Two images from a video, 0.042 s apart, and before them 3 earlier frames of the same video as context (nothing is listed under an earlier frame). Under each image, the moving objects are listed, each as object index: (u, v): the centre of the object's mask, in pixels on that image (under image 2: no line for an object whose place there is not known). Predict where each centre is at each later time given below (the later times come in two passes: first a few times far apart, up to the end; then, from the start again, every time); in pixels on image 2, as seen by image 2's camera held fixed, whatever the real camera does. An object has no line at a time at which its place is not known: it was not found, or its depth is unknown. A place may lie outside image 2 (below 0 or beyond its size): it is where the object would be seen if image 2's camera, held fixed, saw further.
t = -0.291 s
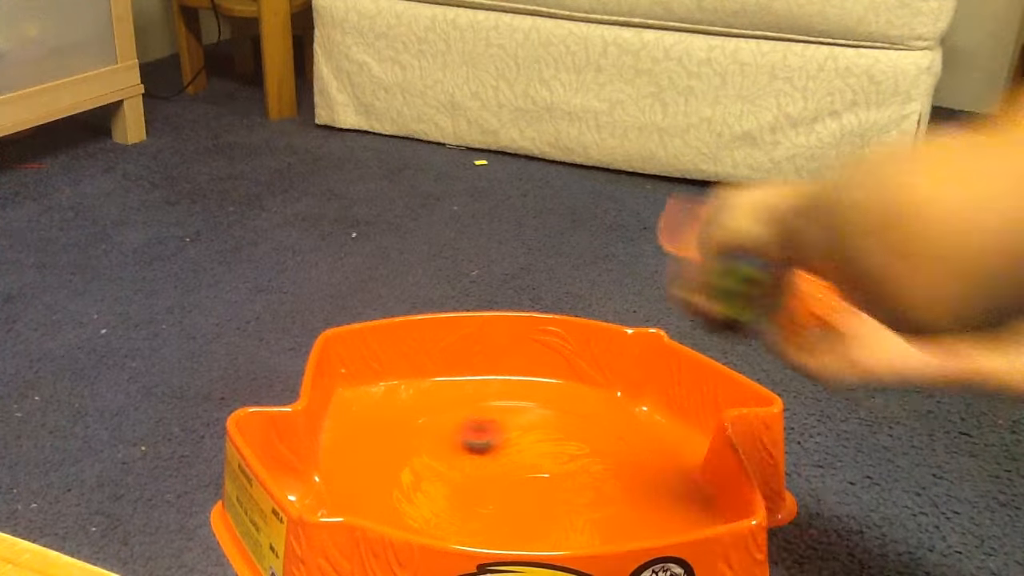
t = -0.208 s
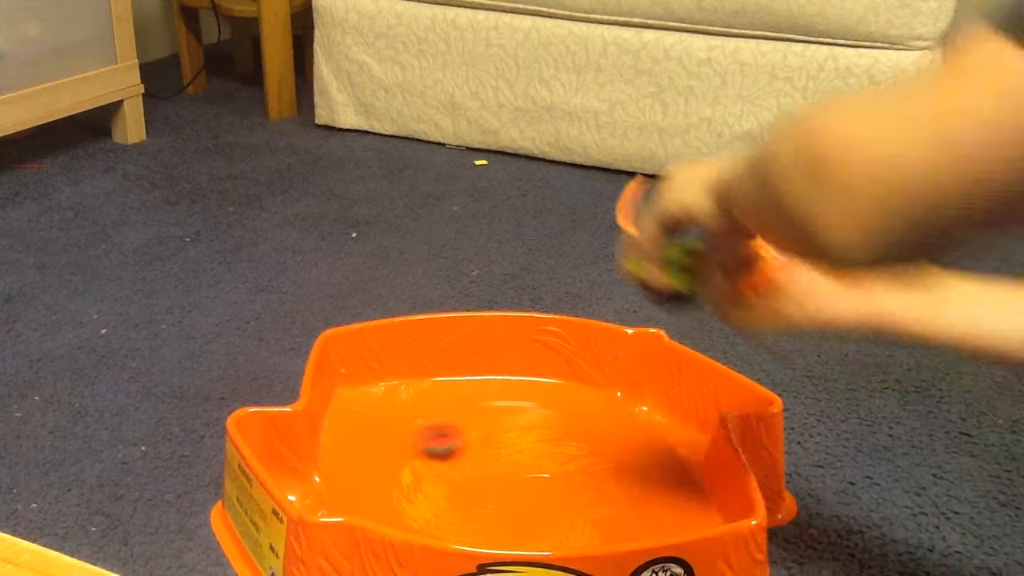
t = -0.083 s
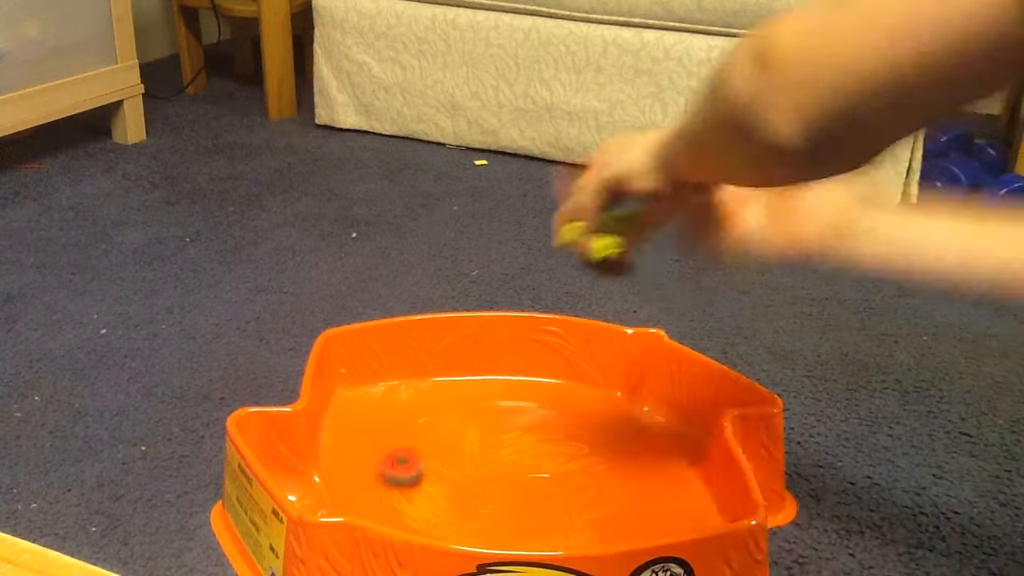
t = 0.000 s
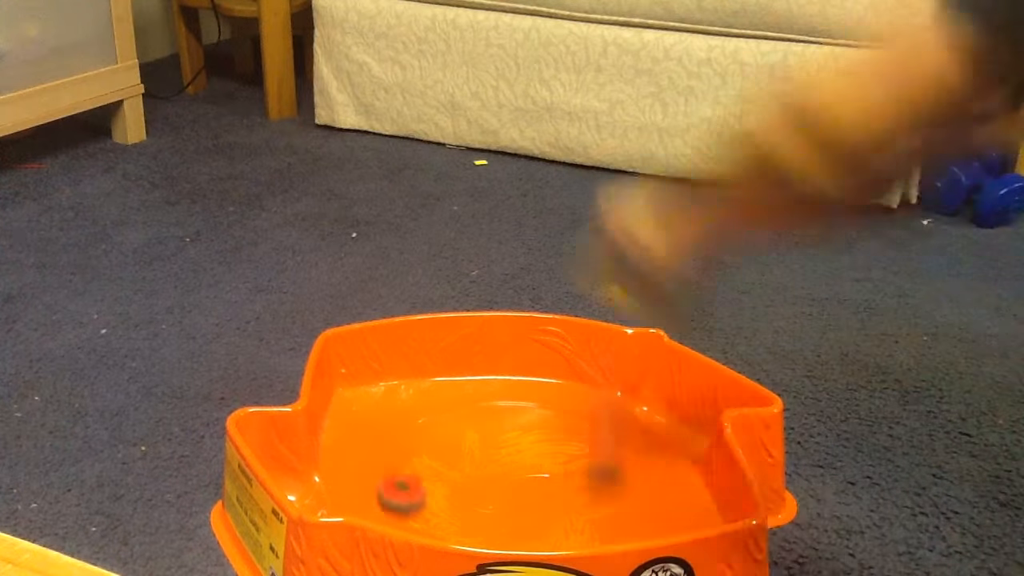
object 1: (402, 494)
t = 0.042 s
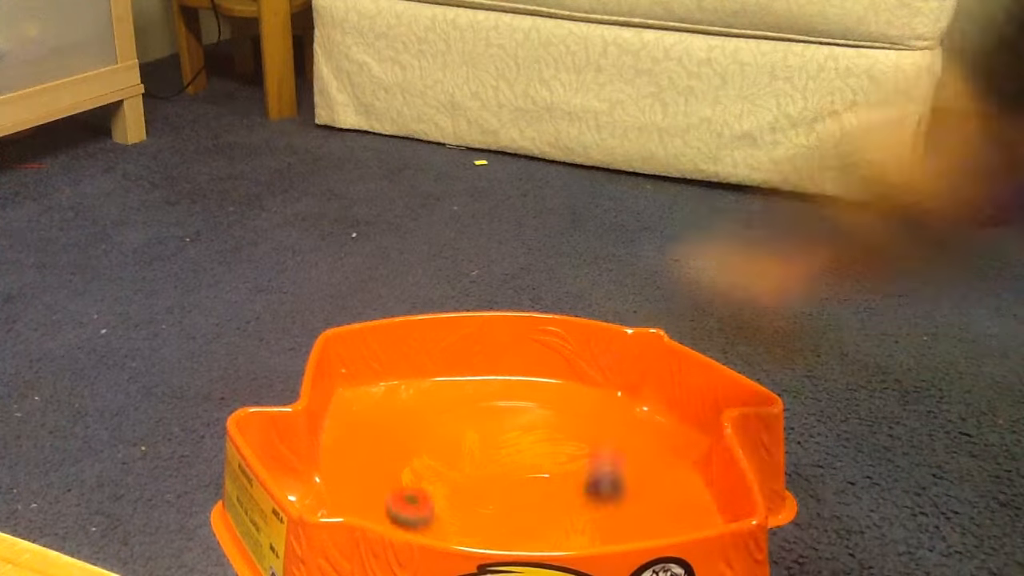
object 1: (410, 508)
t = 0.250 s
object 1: (513, 539)
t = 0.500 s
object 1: (596, 483)
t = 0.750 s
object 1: (520, 424)
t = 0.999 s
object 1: (428, 458)
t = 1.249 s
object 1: (483, 531)
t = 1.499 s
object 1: (600, 514)
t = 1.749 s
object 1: (553, 454)
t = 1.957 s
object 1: (471, 471)
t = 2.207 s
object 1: (487, 530)
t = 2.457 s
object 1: (574, 517)
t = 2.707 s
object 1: (515, 473)
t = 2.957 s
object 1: (466, 501)
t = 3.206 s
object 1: (515, 524)
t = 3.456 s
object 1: (537, 494)
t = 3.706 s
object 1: (497, 471)
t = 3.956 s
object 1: (470, 493)
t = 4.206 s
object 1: (509, 515)
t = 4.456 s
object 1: (538, 502)
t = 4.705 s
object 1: (513, 491)
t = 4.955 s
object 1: (497, 496)
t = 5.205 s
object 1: (517, 510)
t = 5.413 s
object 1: (471, 449)
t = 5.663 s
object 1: (429, 437)
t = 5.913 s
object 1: (422, 464)
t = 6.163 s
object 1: (495, 509)
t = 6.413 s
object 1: (585, 524)
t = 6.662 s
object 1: (614, 496)
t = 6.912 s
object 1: (561, 480)
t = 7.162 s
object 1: (400, 422)
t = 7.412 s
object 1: (353, 444)
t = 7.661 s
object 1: (387, 490)
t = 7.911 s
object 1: (446, 475)
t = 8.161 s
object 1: (500, 458)
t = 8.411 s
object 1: (538, 452)
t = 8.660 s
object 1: (471, 400)
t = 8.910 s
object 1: (445, 438)
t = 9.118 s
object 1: (461, 485)
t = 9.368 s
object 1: (479, 504)
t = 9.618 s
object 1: (458, 490)
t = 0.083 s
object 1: (424, 520)
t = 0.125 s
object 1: (441, 527)
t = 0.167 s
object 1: (459, 532)
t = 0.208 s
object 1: (488, 538)
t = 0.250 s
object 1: (513, 539)
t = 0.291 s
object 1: (538, 537)
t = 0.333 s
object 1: (560, 533)
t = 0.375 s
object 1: (577, 524)
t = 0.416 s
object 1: (590, 510)
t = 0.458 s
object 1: (595, 496)
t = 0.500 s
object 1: (596, 483)
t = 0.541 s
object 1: (592, 469)
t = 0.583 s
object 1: (583, 456)
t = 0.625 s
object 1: (570, 446)
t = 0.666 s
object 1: (556, 437)
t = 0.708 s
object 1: (539, 429)
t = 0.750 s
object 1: (520, 424)
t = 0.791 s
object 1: (500, 422)
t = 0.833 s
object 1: (484, 424)
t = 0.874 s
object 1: (466, 430)
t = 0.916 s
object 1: (451, 437)
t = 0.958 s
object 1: (438, 446)
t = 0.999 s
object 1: (428, 458)
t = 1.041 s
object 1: (425, 471)
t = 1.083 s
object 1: (426, 486)
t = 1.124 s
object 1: (433, 500)
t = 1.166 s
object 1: (445, 513)
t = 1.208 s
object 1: (462, 524)
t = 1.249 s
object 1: (483, 531)
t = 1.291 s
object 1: (504, 535)
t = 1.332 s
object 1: (529, 536)
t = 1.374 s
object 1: (553, 535)
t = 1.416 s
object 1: (573, 532)
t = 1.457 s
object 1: (590, 525)
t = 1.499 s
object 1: (600, 514)
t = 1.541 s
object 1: (603, 503)
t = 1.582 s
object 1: (601, 490)
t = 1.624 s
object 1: (594, 479)
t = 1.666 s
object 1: (583, 469)
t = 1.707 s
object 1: (569, 462)
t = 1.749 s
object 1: (553, 454)
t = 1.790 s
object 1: (536, 453)
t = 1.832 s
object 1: (516, 454)
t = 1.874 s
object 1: (499, 457)
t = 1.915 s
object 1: (484, 463)
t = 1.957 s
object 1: (471, 471)
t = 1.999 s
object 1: (463, 481)
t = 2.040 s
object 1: (460, 492)
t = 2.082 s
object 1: (460, 503)
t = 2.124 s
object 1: (464, 514)
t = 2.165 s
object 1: (473, 523)
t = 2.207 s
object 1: (487, 530)
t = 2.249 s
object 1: (504, 534)
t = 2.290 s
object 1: (519, 536)
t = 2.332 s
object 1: (542, 535)
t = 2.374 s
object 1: (558, 532)
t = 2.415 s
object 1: (569, 527)
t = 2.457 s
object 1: (574, 517)
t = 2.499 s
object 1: (574, 506)
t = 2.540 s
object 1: (568, 496)
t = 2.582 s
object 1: (558, 488)
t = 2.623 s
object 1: (546, 480)
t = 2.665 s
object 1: (530, 475)
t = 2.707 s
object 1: (515, 473)
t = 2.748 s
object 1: (502, 474)
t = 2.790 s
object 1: (490, 476)
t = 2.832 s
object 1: (479, 481)
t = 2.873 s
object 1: (470, 487)
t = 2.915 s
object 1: (466, 494)
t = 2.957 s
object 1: (466, 501)
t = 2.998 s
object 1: (471, 507)
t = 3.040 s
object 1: (477, 515)
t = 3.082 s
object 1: (487, 520)
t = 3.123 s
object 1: (495, 523)
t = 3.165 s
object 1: (505, 524)
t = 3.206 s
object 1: (515, 524)
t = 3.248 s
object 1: (525, 522)
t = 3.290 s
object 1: (533, 520)
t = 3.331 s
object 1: (539, 516)
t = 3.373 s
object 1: (541, 510)
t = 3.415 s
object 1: (540, 501)
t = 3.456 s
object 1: (537, 494)
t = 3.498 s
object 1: (530, 487)
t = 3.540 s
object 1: (524, 481)
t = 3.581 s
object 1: (518, 477)
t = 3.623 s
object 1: (510, 474)
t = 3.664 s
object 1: (504, 472)
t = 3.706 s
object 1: (497, 471)
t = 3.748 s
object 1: (489, 473)
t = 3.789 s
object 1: (483, 476)
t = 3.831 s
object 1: (478, 480)
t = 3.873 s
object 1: (473, 483)
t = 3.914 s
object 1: (470, 488)
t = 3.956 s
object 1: (470, 493)
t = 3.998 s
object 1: (471, 497)
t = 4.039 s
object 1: (476, 502)
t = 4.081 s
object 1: (486, 506)
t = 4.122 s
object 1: (493, 509)
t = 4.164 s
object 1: (500, 512)
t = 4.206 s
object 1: (509, 515)
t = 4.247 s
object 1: (518, 516)
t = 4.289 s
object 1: (527, 515)
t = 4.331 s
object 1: (535, 514)
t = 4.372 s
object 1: (540, 511)
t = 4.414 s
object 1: (540, 507)
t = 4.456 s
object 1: (538, 502)
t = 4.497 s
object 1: (532, 498)
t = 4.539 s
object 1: (527, 495)
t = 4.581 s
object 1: (523, 494)
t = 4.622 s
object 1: (519, 493)
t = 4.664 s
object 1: (516, 492)
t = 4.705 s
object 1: (513, 491)
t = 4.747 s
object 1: (510, 491)
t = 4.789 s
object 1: (507, 491)
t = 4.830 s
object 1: (503, 491)
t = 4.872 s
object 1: (501, 492)
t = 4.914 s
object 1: (499, 493)
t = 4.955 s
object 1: (497, 496)
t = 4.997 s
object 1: (498, 499)
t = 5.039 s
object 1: (499, 503)
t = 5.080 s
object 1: (502, 505)
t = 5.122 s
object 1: (507, 507)
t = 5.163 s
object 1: (512, 508)
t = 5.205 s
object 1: (517, 510)
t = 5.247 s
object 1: (515, 503)
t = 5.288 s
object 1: (500, 483)
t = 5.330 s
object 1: (490, 469)
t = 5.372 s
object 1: (480, 457)
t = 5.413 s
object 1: (471, 449)
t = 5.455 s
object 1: (464, 444)
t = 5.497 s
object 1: (456, 440)
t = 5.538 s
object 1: (449, 438)
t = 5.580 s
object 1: (442, 436)
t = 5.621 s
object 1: (435, 436)
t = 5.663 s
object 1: (429, 437)
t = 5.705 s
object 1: (424, 439)
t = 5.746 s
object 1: (420, 442)
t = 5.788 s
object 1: (418, 446)
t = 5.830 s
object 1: (416, 451)
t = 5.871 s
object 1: (417, 457)
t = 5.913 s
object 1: (422, 464)
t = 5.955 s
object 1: (430, 471)
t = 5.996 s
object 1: (438, 478)
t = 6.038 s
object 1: (451, 485)
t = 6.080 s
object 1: (464, 490)
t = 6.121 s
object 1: (477, 496)
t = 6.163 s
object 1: (495, 509)
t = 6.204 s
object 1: (515, 517)
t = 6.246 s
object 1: (533, 524)
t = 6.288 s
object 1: (547, 526)
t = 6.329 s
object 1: (560, 527)
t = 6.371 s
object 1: (572, 526)
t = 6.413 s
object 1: (585, 524)
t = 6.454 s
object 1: (596, 520)
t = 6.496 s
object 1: (605, 515)
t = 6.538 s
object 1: (611, 509)
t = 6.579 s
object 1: (613, 504)
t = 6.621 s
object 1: (615, 500)
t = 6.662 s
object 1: (614, 496)
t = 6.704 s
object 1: (610, 492)
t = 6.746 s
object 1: (605, 488)
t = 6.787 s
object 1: (597, 485)
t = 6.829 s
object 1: (587, 482)
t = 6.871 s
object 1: (576, 480)
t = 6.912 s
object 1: (561, 480)
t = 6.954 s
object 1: (532, 472)
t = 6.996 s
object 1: (500, 457)
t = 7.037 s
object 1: (468, 444)
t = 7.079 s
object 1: (440, 434)
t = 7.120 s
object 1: (415, 425)
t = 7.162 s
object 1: (400, 422)
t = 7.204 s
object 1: (390, 424)
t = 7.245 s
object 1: (381, 427)
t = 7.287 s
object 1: (372, 430)
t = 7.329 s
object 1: (364, 435)
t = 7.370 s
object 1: (358, 439)
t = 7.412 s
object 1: (353, 444)
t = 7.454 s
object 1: (350, 451)
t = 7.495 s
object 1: (350, 459)
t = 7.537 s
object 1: (354, 468)
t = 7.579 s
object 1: (362, 477)
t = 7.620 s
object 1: (372, 485)
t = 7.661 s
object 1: (387, 490)
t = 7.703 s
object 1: (401, 494)
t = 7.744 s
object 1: (410, 491)
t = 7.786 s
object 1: (417, 486)
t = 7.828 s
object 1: (426, 482)
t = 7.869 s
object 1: (434, 478)
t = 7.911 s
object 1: (446, 475)
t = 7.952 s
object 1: (456, 471)
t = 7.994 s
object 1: (466, 468)
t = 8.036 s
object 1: (475, 465)
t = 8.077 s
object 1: (483, 462)
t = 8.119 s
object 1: (492, 460)
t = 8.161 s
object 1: (500, 458)
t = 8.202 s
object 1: (508, 456)
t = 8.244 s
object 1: (514, 454)
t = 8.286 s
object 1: (521, 453)
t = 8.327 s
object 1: (527, 452)
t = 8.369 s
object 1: (532, 452)
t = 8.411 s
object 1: (538, 452)
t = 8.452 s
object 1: (538, 449)
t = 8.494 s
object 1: (520, 429)
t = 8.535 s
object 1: (504, 414)
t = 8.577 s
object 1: (491, 404)
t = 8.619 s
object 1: (479, 399)
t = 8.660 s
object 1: (471, 400)
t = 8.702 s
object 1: (464, 405)
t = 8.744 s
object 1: (458, 409)
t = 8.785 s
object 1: (453, 414)
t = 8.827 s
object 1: (449, 421)
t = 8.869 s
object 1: (446, 429)
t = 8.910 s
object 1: (445, 438)
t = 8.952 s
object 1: (445, 447)
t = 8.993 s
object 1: (447, 456)
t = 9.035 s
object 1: (451, 465)
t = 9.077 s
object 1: (456, 475)
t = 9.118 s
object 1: (461, 485)
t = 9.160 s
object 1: (465, 493)
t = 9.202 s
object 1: (471, 500)
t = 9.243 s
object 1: (480, 506)
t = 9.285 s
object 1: (486, 510)
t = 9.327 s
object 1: (487, 511)
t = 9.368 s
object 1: (479, 504)
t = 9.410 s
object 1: (471, 496)
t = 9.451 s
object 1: (464, 493)
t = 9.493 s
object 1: (461, 491)
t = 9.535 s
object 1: (459, 490)
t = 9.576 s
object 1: (459, 490)
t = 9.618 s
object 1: (458, 490)
